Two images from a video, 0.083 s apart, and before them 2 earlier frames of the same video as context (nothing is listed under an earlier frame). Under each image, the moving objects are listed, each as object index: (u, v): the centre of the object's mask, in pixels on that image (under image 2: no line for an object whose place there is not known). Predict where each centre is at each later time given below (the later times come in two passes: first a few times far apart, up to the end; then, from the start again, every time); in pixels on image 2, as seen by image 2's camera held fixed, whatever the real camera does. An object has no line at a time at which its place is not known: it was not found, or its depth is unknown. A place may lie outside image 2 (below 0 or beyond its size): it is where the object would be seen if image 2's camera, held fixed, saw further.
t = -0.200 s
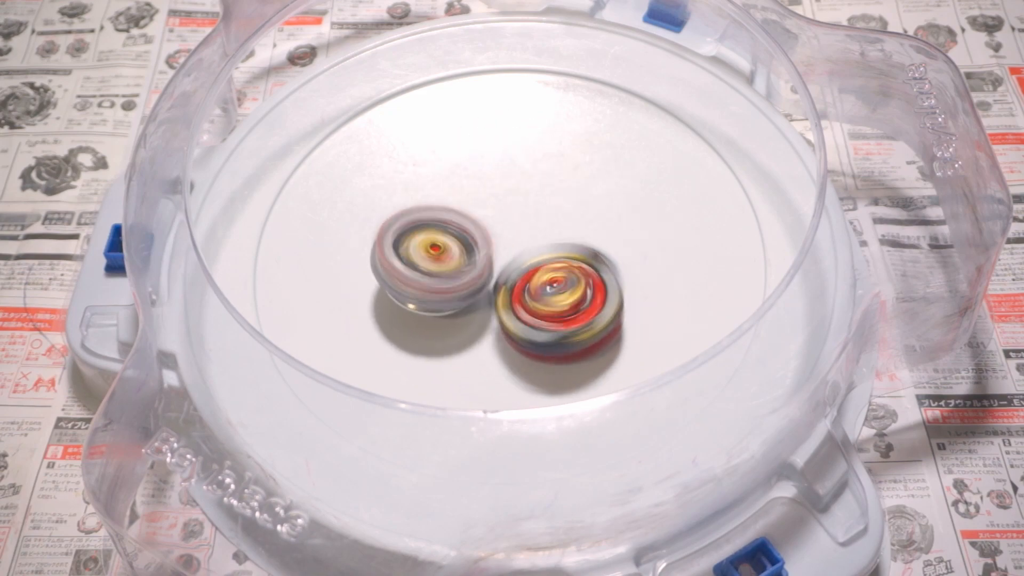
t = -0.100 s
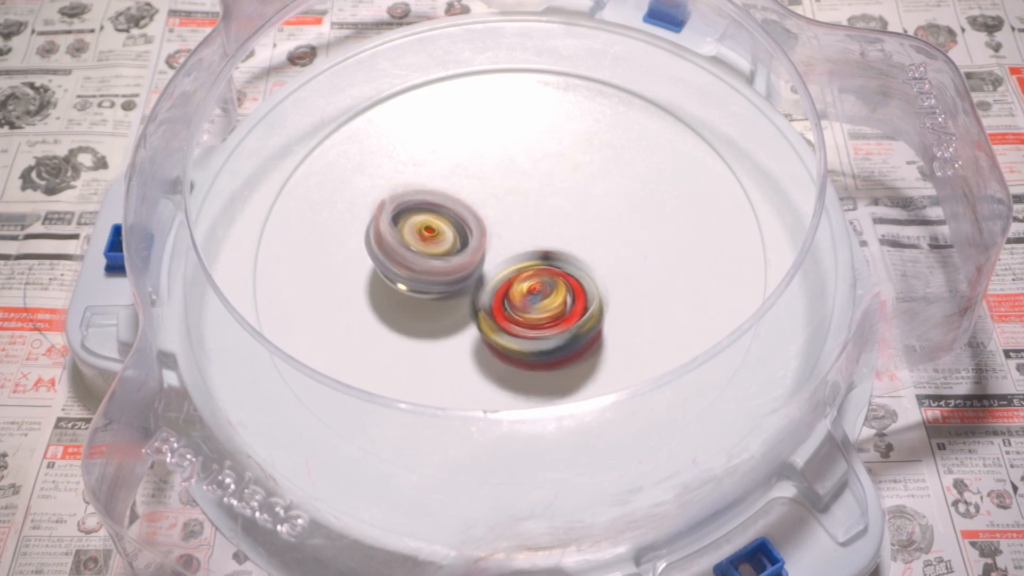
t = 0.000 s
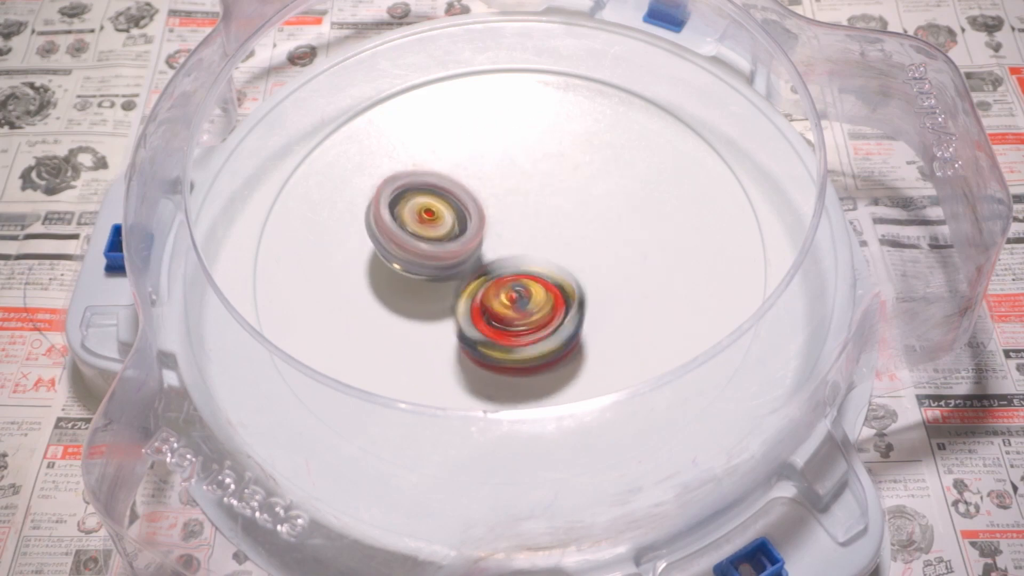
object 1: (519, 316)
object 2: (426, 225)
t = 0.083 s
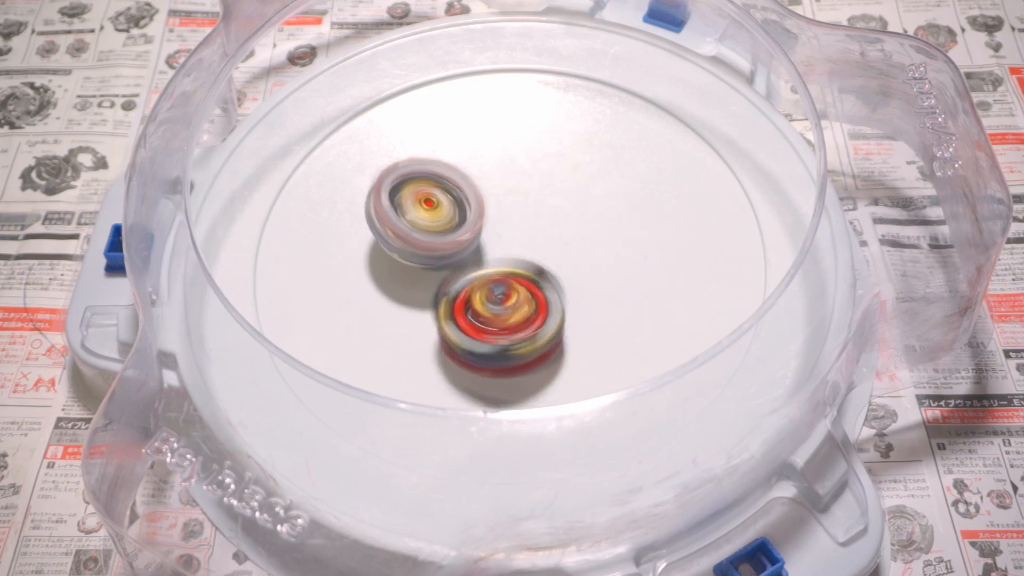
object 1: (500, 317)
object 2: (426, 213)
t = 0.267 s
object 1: (466, 303)
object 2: (434, 190)
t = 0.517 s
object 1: (426, 280)
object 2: (477, 148)
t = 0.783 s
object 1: (425, 246)
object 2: (529, 150)
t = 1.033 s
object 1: (459, 212)
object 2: (592, 180)
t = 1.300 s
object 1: (509, 192)
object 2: (652, 209)
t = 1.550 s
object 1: (393, 106)
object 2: (774, 322)
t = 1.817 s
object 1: (428, 210)
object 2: (593, 340)
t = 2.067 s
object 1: (563, 211)
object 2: (368, 340)
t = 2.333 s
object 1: (578, 222)
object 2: (393, 331)
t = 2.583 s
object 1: (570, 198)
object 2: (501, 280)
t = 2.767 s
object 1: (570, 198)
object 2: (481, 268)
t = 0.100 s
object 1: (497, 316)
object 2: (426, 211)
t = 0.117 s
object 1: (492, 315)
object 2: (426, 208)
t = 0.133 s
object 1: (489, 315)
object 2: (427, 206)
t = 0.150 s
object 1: (487, 315)
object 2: (428, 204)
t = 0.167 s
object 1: (484, 314)
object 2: (428, 202)
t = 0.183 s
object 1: (481, 313)
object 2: (429, 200)
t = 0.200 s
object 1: (479, 312)
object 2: (430, 198)
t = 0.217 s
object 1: (475, 311)
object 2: (430, 195)
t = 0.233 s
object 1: (472, 308)
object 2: (432, 193)
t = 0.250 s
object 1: (469, 306)
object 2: (433, 192)
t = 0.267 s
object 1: (466, 303)
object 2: (434, 190)
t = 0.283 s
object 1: (462, 301)
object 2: (435, 187)
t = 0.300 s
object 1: (459, 298)
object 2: (437, 186)
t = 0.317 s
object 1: (457, 296)
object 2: (438, 184)
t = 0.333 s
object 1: (454, 295)
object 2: (440, 182)
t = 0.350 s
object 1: (451, 293)
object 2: (442, 180)
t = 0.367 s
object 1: (449, 291)
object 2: (445, 178)
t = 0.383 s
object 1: (447, 289)
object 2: (448, 176)
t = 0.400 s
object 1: (443, 290)
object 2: (452, 172)
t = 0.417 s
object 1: (441, 288)
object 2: (456, 167)
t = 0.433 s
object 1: (438, 286)
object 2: (459, 162)
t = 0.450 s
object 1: (435, 286)
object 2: (463, 158)
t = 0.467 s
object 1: (432, 285)
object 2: (467, 156)
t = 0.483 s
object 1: (430, 283)
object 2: (470, 152)
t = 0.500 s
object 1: (427, 282)
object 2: (473, 151)
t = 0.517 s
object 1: (426, 280)
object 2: (477, 148)
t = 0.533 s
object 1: (424, 279)
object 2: (479, 146)
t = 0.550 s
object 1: (422, 276)
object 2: (483, 146)
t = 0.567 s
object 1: (421, 274)
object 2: (486, 145)
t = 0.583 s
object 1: (420, 272)
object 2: (489, 144)
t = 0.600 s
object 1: (419, 270)
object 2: (493, 144)
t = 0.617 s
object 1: (418, 268)
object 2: (496, 143)
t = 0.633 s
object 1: (417, 267)
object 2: (499, 144)
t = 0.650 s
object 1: (418, 265)
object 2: (503, 144)
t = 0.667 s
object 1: (417, 262)
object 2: (506, 143)
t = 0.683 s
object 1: (418, 260)
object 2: (509, 144)
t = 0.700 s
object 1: (419, 258)
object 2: (513, 145)
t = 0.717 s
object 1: (419, 255)
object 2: (516, 145)
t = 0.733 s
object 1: (420, 253)
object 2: (519, 147)
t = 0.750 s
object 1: (422, 251)
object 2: (522, 148)
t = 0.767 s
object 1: (424, 248)
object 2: (525, 149)
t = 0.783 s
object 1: (425, 246)
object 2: (529, 150)
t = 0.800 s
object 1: (426, 243)
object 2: (532, 152)
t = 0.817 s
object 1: (428, 241)
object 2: (536, 154)
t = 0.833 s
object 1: (430, 238)
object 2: (540, 155)
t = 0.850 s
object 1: (432, 236)
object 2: (543, 157)
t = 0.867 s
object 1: (434, 233)
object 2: (548, 158)
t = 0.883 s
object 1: (437, 231)
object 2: (551, 160)
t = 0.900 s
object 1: (439, 229)
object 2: (555, 163)
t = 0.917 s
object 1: (441, 227)
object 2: (560, 165)
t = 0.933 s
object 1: (444, 224)
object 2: (564, 167)
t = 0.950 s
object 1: (446, 222)
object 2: (569, 169)
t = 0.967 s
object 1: (449, 220)
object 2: (574, 171)
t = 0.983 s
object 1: (451, 217)
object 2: (578, 173)
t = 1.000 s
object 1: (454, 215)
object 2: (583, 175)
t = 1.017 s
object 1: (456, 214)
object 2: (588, 177)
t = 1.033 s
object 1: (459, 212)
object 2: (592, 180)
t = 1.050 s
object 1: (463, 210)
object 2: (597, 182)
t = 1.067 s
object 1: (465, 208)
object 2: (602, 183)
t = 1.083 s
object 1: (468, 207)
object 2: (606, 186)
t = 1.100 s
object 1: (471, 205)
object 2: (612, 188)
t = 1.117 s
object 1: (475, 204)
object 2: (616, 190)
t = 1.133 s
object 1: (477, 202)
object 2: (621, 192)
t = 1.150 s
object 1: (480, 201)
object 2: (626, 194)
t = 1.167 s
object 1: (484, 200)
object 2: (630, 196)
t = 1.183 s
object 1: (487, 198)
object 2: (635, 198)
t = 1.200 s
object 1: (490, 197)
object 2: (639, 200)
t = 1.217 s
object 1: (494, 196)
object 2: (642, 202)
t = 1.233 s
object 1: (497, 195)
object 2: (646, 204)
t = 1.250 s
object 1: (499, 194)
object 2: (647, 205)
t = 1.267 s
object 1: (502, 193)
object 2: (650, 207)
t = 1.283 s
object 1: (507, 192)
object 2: (651, 207)
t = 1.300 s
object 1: (509, 192)
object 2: (652, 209)
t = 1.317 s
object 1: (512, 191)
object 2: (652, 211)
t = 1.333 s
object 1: (516, 191)
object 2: (652, 211)
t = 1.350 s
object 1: (519, 190)
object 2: (650, 213)
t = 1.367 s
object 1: (522, 190)
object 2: (650, 214)
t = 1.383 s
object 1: (526, 190)
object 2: (647, 215)
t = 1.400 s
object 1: (529, 189)
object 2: (646, 217)
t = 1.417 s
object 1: (528, 187)
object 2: (649, 222)
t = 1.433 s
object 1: (512, 173)
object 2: (669, 237)
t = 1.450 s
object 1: (492, 156)
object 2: (687, 251)
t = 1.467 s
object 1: (475, 143)
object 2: (706, 266)
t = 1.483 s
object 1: (459, 138)
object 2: (722, 277)
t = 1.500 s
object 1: (441, 125)
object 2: (740, 288)
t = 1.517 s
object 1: (424, 117)
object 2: (751, 298)
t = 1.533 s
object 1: (410, 109)
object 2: (764, 312)
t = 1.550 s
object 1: (393, 106)
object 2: (774, 322)
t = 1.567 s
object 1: (382, 102)
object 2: (779, 330)
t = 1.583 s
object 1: (370, 101)
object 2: (778, 333)
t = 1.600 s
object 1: (362, 105)
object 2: (767, 337)
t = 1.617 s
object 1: (355, 108)
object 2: (758, 340)
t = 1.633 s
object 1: (350, 115)
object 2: (747, 343)
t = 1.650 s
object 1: (349, 122)
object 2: (737, 345)
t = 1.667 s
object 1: (349, 131)
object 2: (725, 345)
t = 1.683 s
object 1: (351, 137)
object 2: (713, 347)
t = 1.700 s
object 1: (355, 148)
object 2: (700, 348)
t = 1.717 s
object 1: (361, 157)
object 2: (686, 353)
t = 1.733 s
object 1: (369, 167)
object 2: (672, 349)
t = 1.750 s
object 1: (379, 177)
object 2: (649, 339)
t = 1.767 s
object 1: (390, 187)
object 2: (637, 340)
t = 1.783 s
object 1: (402, 195)
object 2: (622, 340)
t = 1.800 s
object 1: (415, 203)
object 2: (609, 340)
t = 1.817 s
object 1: (428, 210)
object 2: (593, 340)
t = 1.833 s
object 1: (441, 216)
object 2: (578, 338)
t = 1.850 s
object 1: (453, 221)
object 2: (564, 336)
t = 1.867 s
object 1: (467, 226)
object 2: (547, 332)
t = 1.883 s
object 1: (478, 229)
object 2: (533, 327)
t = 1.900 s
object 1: (488, 228)
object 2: (517, 322)
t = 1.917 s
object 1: (502, 224)
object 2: (500, 324)
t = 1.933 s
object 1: (513, 223)
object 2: (482, 327)
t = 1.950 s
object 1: (522, 219)
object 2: (466, 331)
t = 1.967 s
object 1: (530, 216)
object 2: (450, 334)
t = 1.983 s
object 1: (539, 214)
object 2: (434, 337)
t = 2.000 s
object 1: (546, 211)
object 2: (416, 341)
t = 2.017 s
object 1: (552, 210)
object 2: (403, 341)
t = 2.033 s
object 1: (556, 210)
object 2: (390, 341)
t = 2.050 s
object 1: (560, 210)
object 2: (379, 340)
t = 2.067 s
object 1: (563, 211)
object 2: (368, 340)
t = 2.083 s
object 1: (565, 213)
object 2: (358, 339)
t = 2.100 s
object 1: (567, 215)
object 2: (343, 347)
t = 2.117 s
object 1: (568, 216)
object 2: (335, 348)
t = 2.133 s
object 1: (570, 218)
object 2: (326, 349)
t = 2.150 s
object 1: (572, 219)
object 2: (322, 349)
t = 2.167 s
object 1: (574, 220)
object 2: (319, 348)
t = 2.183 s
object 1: (575, 221)
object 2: (321, 348)
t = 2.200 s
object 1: (577, 222)
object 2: (324, 347)
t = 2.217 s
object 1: (579, 222)
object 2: (330, 346)
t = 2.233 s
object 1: (580, 222)
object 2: (337, 344)
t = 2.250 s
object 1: (581, 221)
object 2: (348, 337)
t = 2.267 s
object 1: (581, 221)
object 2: (356, 336)
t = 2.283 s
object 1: (581, 221)
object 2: (364, 334)
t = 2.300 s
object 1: (580, 222)
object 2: (373, 334)
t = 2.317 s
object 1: (580, 222)
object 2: (382, 333)
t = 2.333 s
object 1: (578, 222)
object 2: (393, 331)
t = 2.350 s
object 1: (577, 222)
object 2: (404, 327)
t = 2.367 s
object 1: (574, 222)
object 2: (416, 324)
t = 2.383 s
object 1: (573, 221)
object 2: (426, 321)
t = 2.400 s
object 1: (571, 221)
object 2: (437, 317)
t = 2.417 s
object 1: (569, 220)
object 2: (447, 313)
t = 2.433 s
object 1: (567, 219)
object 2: (459, 308)
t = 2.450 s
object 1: (565, 218)
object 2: (469, 303)
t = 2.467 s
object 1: (564, 215)
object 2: (479, 298)
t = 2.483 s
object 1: (564, 212)
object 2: (486, 293)
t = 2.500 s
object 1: (565, 209)
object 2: (494, 289)
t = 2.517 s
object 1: (567, 205)
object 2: (500, 284)
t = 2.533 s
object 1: (567, 203)
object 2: (502, 281)
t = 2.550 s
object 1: (569, 202)
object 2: (502, 281)
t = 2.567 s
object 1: (569, 200)
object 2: (501, 280)
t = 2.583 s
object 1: (570, 198)
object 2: (501, 280)
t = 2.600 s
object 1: (572, 195)
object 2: (500, 278)
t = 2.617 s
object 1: (572, 195)
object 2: (498, 277)
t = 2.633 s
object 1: (573, 194)
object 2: (496, 275)
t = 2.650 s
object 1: (573, 194)
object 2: (494, 274)
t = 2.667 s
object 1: (573, 194)
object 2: (493, 273)
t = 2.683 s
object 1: (573, 194)
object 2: (491, 272)
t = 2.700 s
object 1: (573, 194)
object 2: (489, 271)
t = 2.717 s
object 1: (572, 195)
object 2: (486, 270)
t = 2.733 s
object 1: (572, 196)
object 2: (485, 270)
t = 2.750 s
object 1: (571, 197)
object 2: (483, 269)
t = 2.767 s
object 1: (570, 198)
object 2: (481, 268)
